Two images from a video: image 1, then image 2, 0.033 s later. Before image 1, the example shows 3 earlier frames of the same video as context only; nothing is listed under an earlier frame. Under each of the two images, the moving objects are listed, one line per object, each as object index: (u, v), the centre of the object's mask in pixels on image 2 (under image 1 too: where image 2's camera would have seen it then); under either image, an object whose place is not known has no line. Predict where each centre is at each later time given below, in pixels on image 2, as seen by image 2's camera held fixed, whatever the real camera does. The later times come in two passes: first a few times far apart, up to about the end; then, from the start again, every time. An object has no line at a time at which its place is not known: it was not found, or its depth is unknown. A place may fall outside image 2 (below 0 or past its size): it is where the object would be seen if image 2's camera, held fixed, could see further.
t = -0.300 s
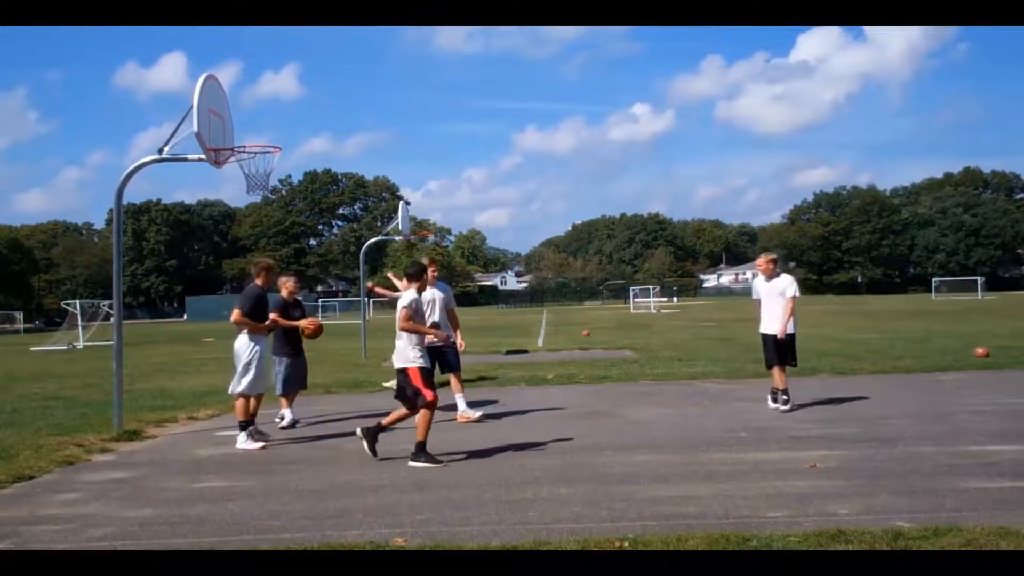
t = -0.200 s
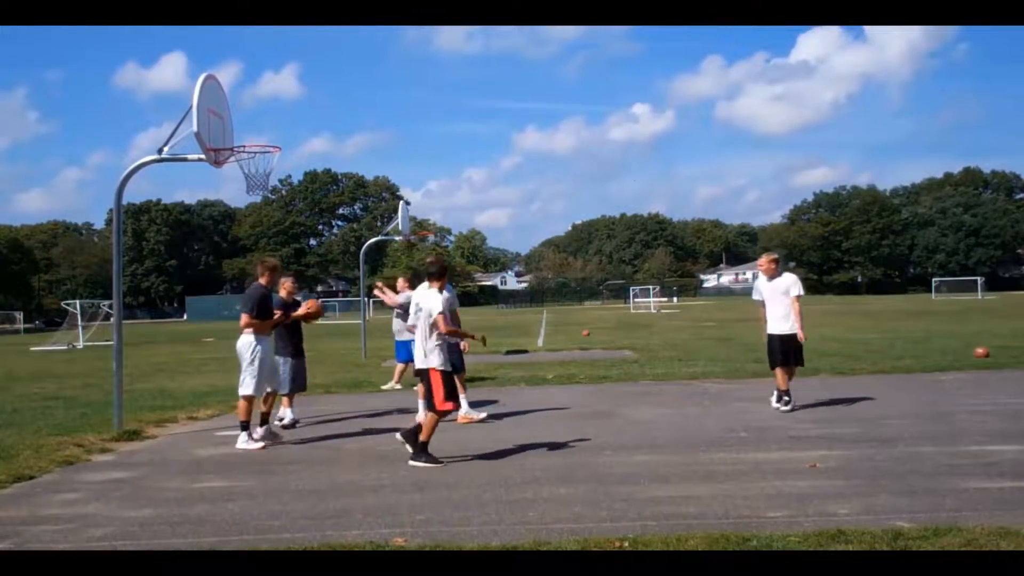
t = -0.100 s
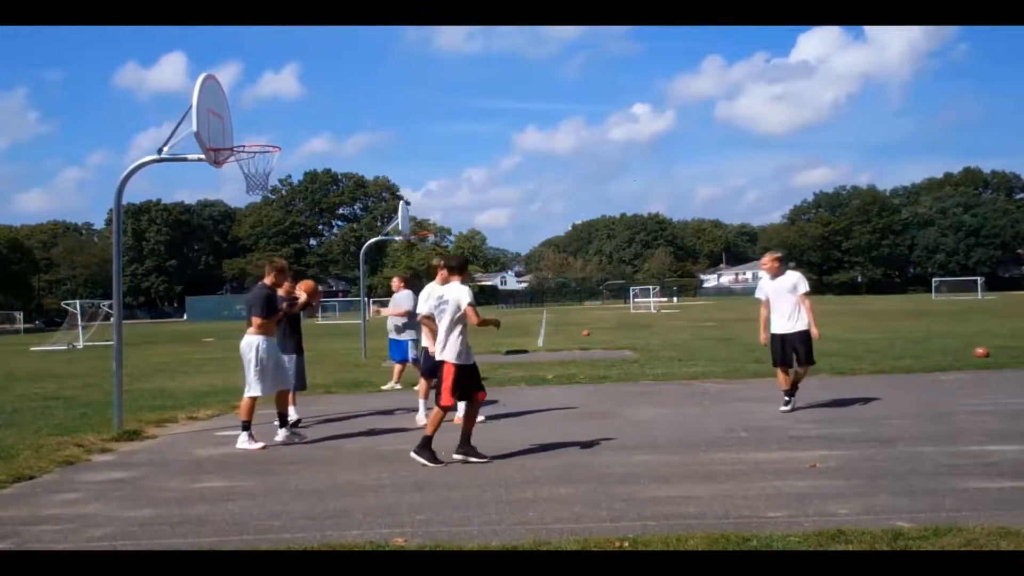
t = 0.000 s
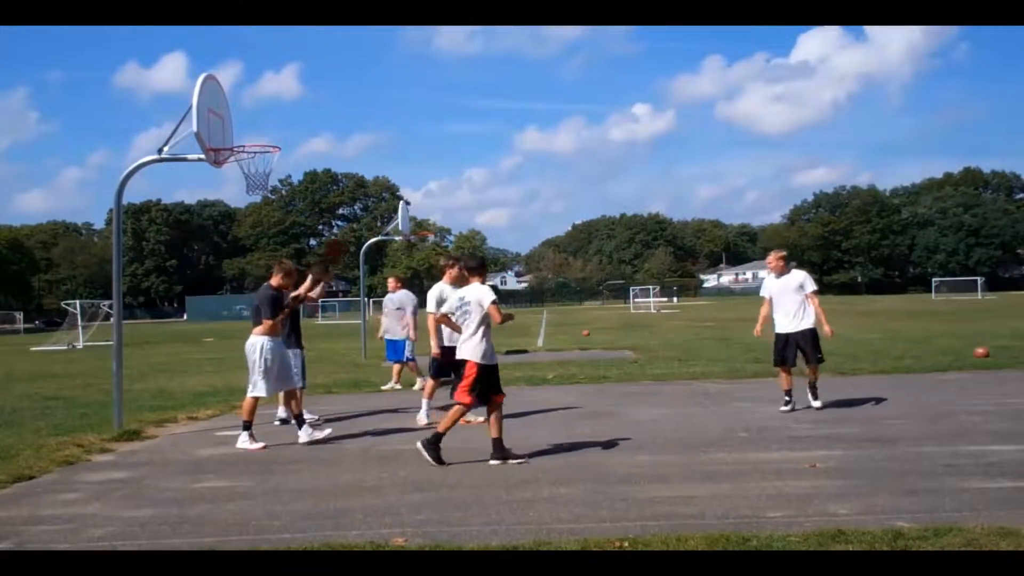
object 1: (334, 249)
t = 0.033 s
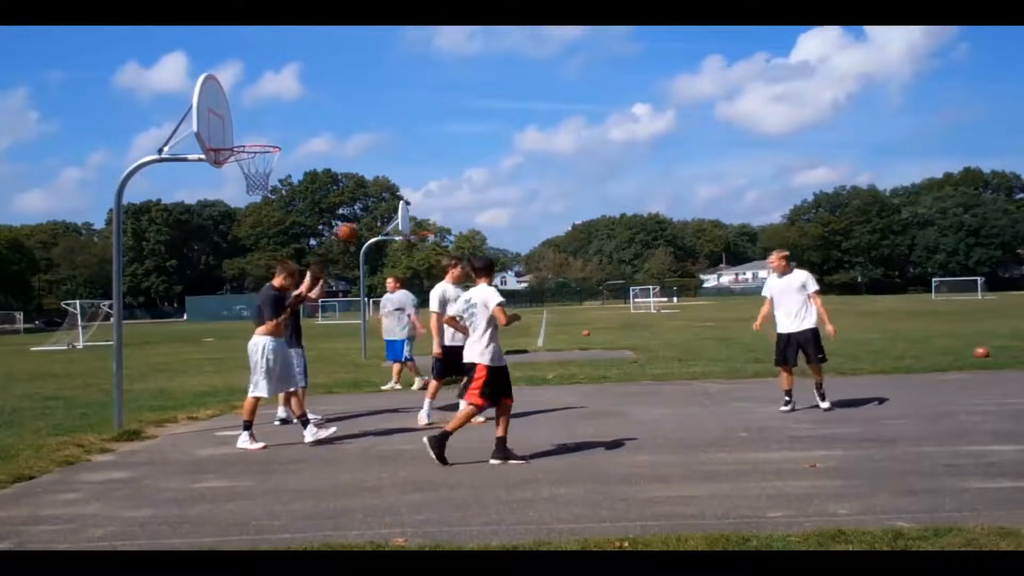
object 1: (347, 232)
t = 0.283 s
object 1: (438, 147)
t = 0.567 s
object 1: (545, 112)
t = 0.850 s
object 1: (658, 147)
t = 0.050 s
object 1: (351, 225)
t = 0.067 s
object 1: (356, 218)
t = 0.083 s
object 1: (364, 212)
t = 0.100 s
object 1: (369, 205)
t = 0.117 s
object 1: (376, 197)
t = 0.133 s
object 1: (381, 191)
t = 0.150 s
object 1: (388, 186)
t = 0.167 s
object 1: (394, 181)
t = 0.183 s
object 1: (401, 176)
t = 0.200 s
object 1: (407, 171)
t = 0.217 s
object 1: (413, 165)
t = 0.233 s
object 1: (420, 160)
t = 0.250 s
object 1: (426, 156)
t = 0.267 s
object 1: (432, 151)
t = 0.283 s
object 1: (438, 147)
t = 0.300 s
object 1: (444, 144)
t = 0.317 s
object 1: (451, 140)
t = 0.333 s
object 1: (456, 136)
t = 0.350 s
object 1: (463, 133)
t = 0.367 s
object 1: (469, 130)
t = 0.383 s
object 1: (475, 126)
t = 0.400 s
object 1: (481, 124)
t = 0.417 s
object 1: (488, 122)
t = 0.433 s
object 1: (494, 120)
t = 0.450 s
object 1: (500, 118)
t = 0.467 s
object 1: (507, 117)
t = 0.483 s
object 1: (513, 115)
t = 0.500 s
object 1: (519, 114)
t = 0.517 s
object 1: (526, 113)
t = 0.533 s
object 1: (532, 113)
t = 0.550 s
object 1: (539, 112)
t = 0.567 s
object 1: (545, 112)
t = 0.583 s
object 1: (551, 112)
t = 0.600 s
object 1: (558, 112)
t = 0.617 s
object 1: (564, 113)
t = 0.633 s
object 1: (571, 114)
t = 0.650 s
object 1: (577, 115)
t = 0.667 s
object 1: (584, 116)
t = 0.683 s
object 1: (591, 117)
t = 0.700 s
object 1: (597, 120)
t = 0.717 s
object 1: (604, 121)
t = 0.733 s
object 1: (610, 124)
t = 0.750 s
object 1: (617, 126)
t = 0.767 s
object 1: (624, 129)
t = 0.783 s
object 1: (631, 132)
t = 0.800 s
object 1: (637, 136)
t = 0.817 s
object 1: (644, 139)
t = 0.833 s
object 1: (651, 143)
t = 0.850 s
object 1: (658, 147)
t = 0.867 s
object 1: (664, 152)
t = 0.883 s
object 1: (671, 156)
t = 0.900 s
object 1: (678, 161)
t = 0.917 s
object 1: (685, 166)
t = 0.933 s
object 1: (692, 172)
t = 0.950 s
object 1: (699, 177)
